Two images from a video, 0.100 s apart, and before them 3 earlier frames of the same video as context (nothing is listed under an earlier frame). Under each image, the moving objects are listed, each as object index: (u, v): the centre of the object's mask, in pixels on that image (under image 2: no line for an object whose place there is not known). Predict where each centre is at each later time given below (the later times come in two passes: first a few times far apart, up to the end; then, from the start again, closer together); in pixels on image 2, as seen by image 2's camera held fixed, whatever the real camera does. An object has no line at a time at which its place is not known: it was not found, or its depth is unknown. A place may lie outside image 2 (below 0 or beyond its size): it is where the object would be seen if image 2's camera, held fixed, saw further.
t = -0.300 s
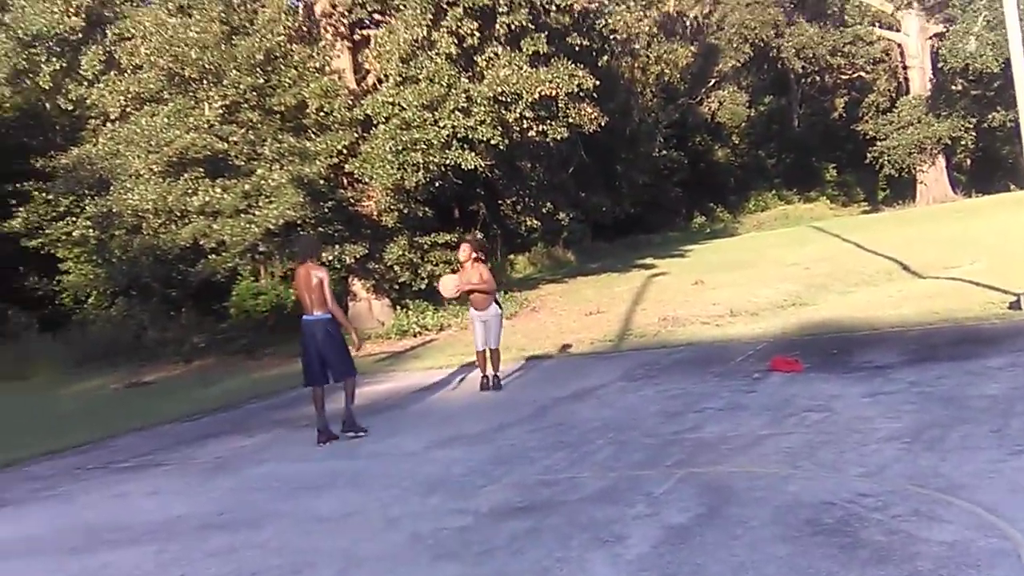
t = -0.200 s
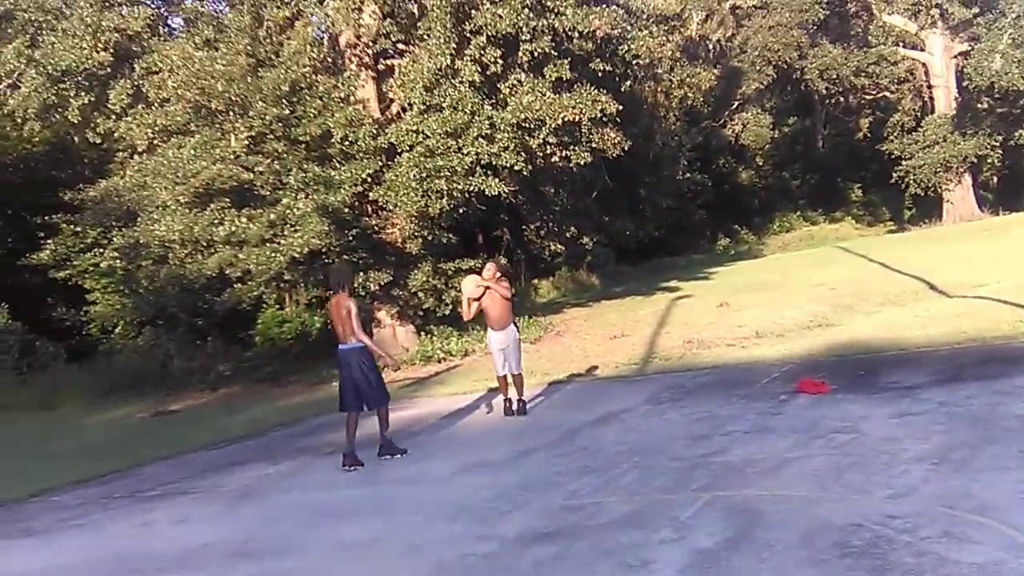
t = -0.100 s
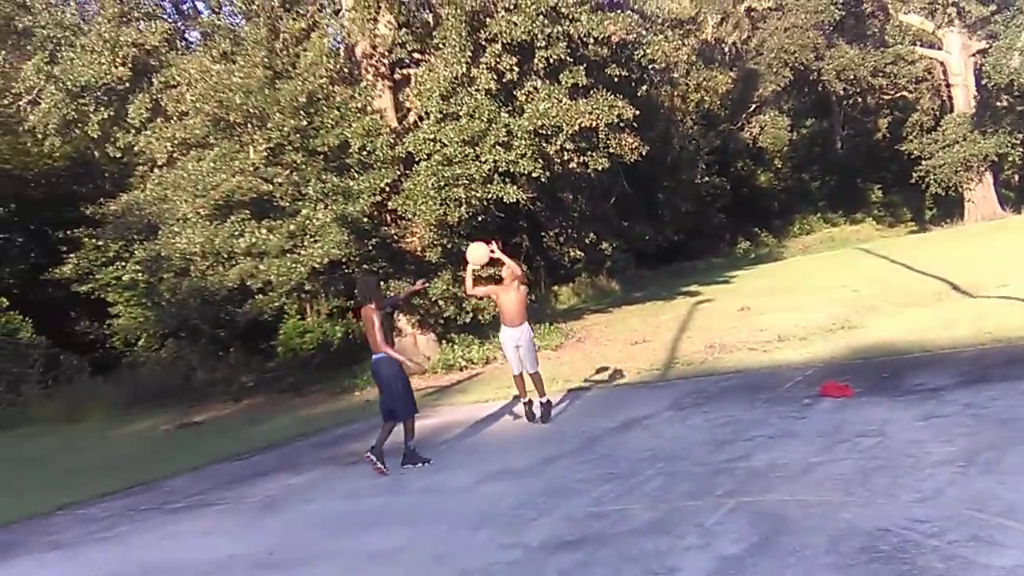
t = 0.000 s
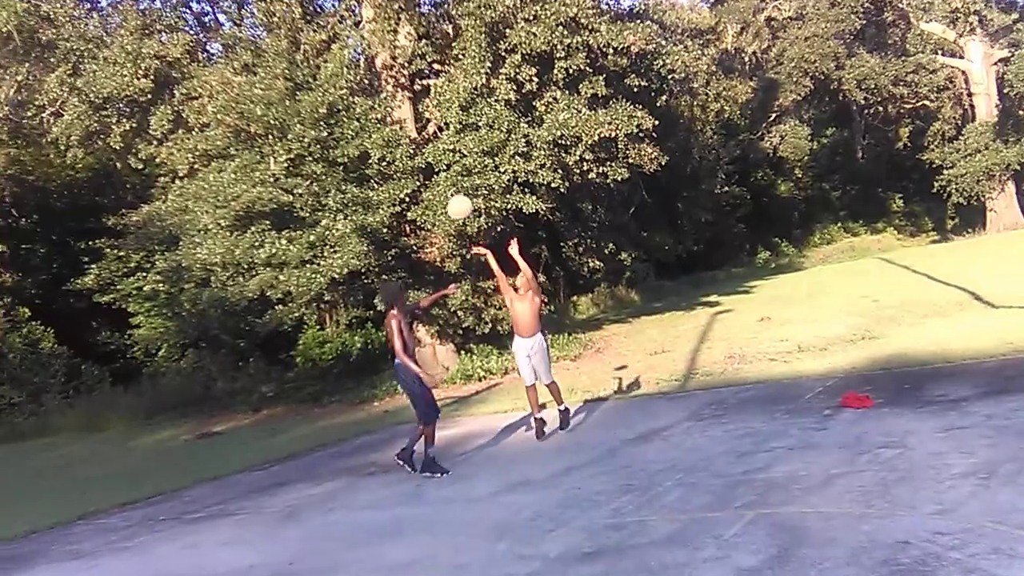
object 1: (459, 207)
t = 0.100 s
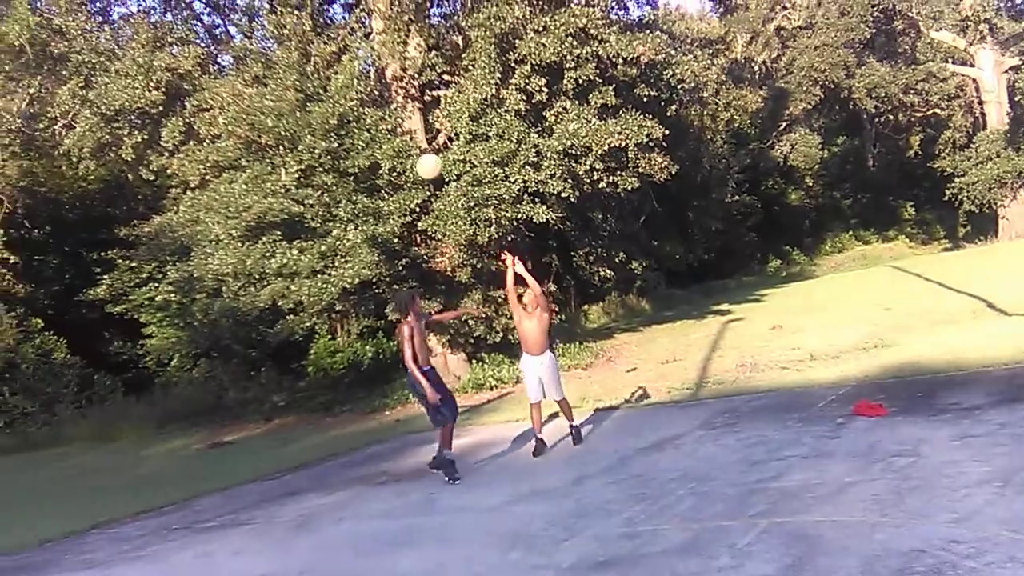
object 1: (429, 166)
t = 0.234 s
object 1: (369, 106)
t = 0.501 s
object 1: (252, 37)
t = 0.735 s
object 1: (139, 39)
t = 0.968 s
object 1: (10, 121)
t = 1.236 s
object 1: (65, 76)
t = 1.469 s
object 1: (144, 97)
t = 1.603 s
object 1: (195, 147)
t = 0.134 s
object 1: (414, 150)
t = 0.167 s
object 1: (400, 134)
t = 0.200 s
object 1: (384, 119)
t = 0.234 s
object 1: (369, 106)
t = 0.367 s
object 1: (312, 63)
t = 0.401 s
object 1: (297, 55)
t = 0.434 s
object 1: (283, 47)
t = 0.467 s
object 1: (268, 41)
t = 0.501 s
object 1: (252, 37)
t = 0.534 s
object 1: (235, 33)
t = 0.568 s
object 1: (219, 31)
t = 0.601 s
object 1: (204, 29)
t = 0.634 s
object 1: (189, 30)
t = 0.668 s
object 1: (173, 31)
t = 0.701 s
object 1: (156, 35)
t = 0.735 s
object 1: (139, 39)
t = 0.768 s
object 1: (121, 45)
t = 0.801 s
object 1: (104, 53)
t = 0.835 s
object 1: (85, 63)
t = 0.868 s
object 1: (67, 74)
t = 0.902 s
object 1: (48, 88)
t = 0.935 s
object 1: (29, 104)
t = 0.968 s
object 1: (10, 121)
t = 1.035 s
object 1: (8, 121)
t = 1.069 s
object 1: (17, 110)
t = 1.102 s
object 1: (25, 99)
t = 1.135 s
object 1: (36, 91)
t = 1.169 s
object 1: (44, 84)
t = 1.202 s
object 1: (54, 79)
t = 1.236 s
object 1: (65, 76)
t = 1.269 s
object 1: (74, 73)
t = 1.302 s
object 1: (85, 73)
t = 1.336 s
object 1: (96, 75)
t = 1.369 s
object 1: (107, 77)
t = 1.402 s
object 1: (120, 82)
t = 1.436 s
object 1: (131, 88)
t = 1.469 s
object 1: (144, 97)
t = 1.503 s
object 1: (157, 107)
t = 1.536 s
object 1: (169, 118)
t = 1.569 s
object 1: (182, 132)
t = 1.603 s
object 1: (195, 147)
